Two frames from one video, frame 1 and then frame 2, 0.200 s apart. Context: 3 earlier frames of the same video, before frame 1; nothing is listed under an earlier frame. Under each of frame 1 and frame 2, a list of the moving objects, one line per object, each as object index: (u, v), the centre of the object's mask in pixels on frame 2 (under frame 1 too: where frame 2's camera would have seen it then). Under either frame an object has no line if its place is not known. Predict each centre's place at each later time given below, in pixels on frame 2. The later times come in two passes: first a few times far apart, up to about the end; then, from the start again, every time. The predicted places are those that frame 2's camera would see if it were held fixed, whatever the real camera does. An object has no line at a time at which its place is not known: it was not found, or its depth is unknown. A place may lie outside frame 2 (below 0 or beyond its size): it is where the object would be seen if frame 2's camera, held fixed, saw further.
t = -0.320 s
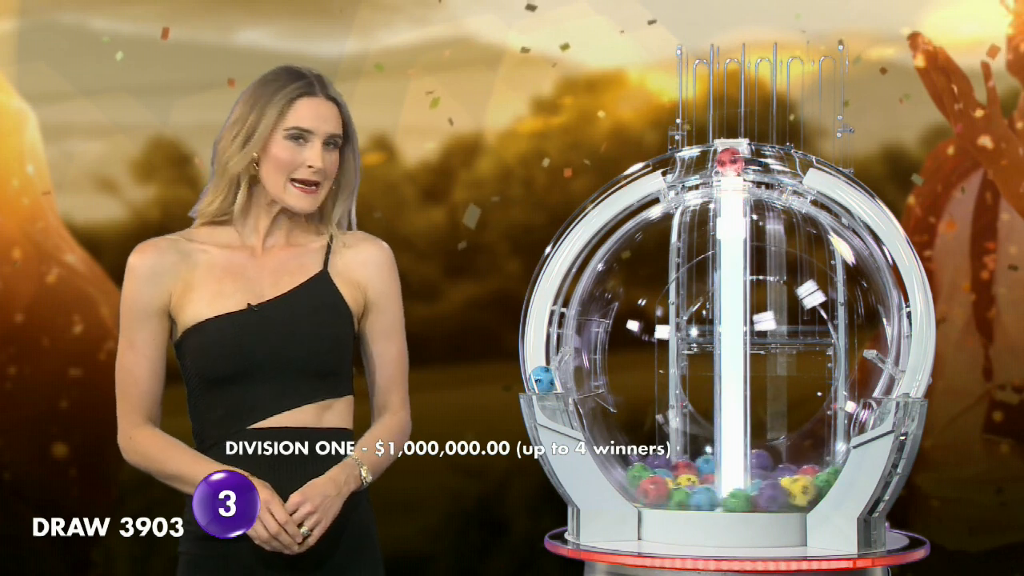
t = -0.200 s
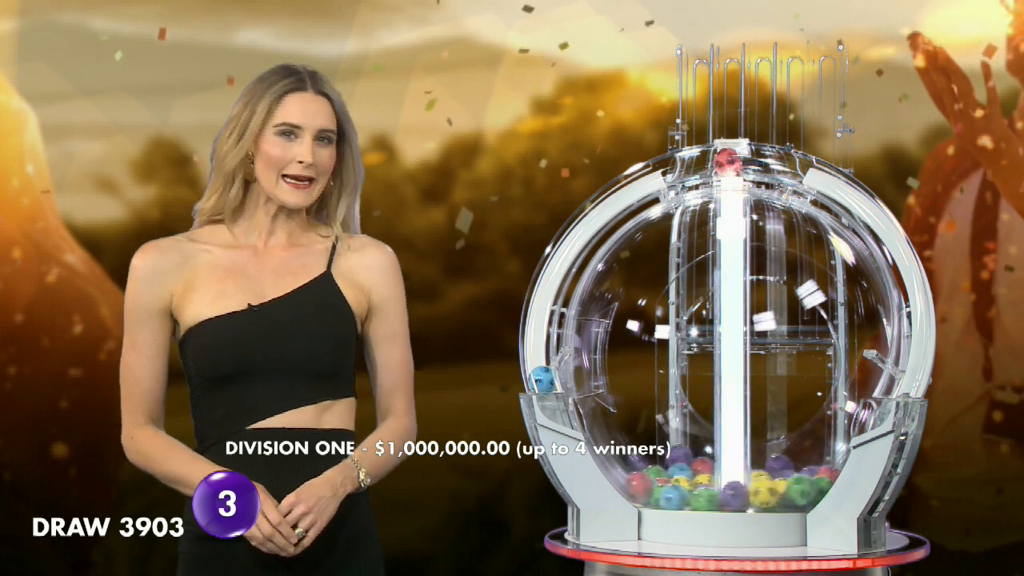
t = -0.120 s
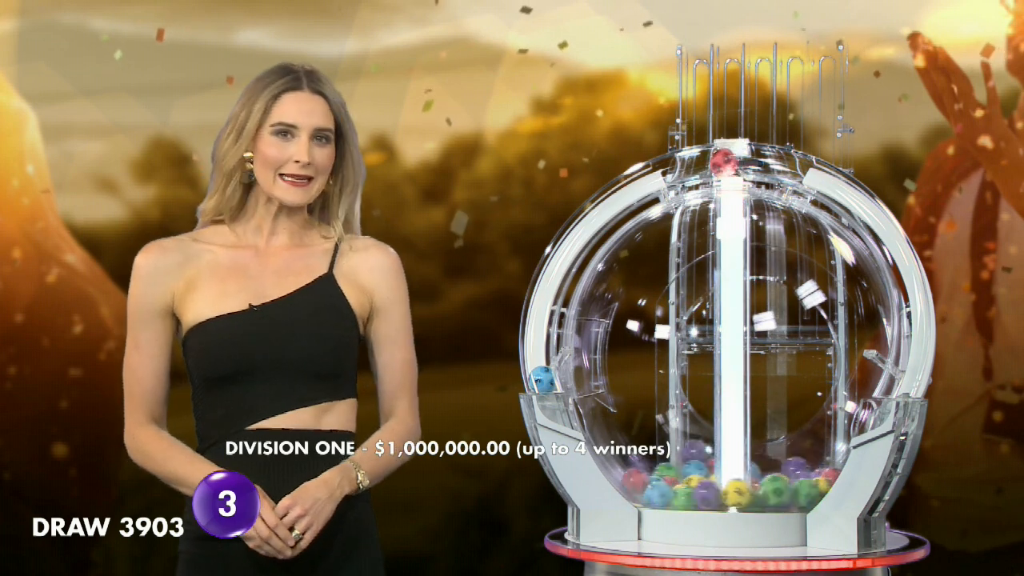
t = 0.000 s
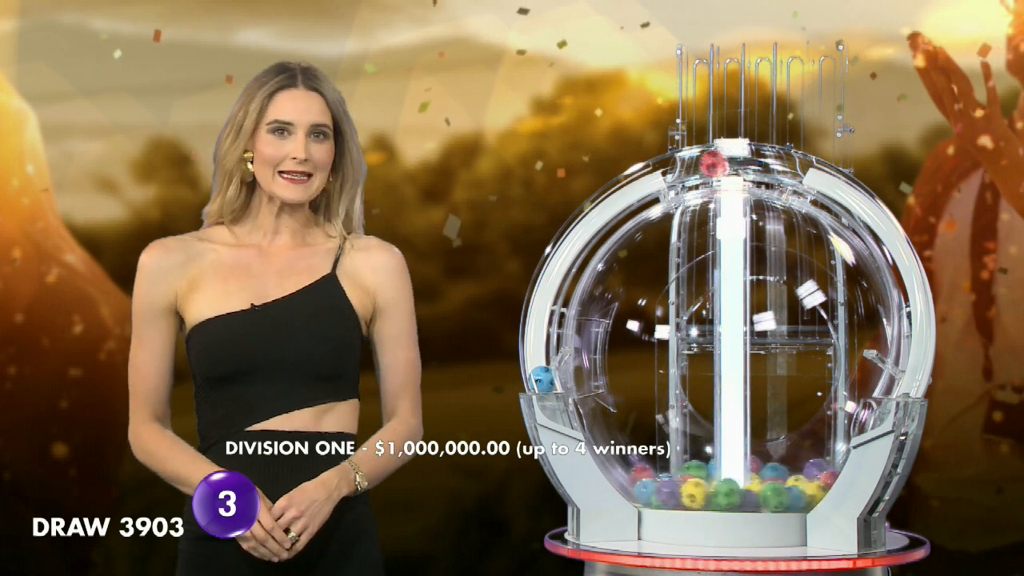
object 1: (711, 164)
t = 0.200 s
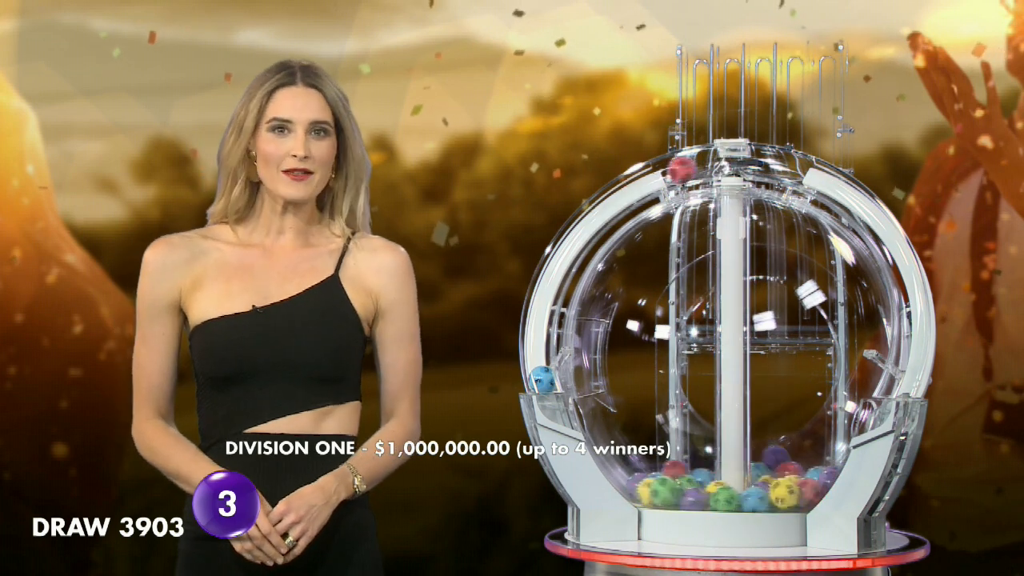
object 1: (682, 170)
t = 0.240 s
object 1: (672, 172)
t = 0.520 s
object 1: (561, 261)
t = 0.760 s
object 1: (538, 351)
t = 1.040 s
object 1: (538, 353)
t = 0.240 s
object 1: (672, 172)
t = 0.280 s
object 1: (661, 176)
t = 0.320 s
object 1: (648, 182)
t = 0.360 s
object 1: (634, 190)
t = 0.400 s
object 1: (617, 201)
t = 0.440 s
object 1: (599, 216)
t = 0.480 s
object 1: (579, 235)
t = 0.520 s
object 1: (561, 261)
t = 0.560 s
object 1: (545, 296)
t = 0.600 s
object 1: (534, 336)
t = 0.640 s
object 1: (537, 348)
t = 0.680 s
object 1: (538, 341)
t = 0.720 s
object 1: (536, 342)
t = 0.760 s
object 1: (538, 351)
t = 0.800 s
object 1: (538, 352)
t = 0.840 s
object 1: (537, 353)
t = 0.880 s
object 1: (537, 353)
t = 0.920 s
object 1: (536, 353)
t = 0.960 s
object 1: (536, 353)
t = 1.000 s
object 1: (537, 353)
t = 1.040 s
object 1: (538, 353)
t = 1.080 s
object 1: (538, 353)
